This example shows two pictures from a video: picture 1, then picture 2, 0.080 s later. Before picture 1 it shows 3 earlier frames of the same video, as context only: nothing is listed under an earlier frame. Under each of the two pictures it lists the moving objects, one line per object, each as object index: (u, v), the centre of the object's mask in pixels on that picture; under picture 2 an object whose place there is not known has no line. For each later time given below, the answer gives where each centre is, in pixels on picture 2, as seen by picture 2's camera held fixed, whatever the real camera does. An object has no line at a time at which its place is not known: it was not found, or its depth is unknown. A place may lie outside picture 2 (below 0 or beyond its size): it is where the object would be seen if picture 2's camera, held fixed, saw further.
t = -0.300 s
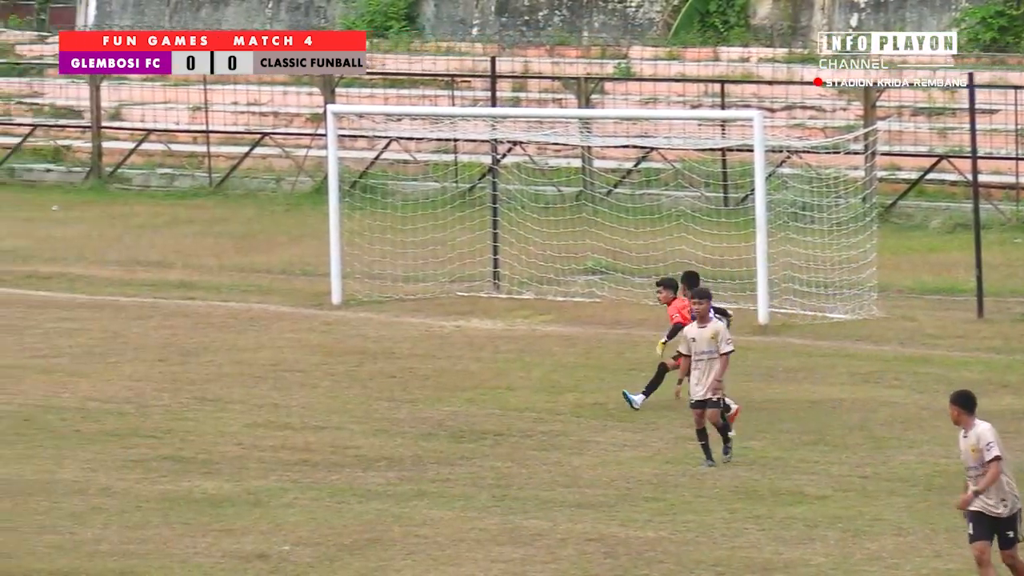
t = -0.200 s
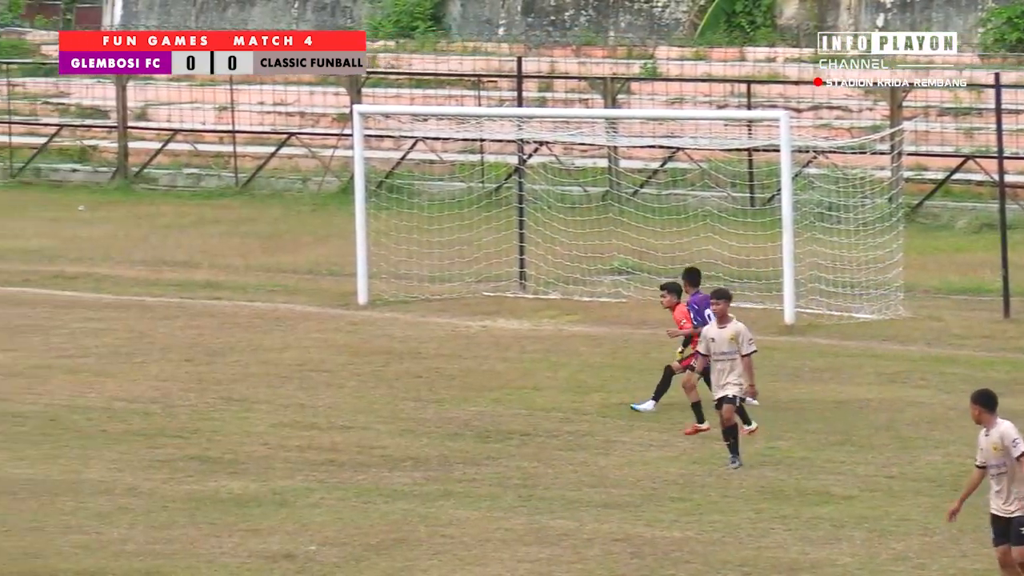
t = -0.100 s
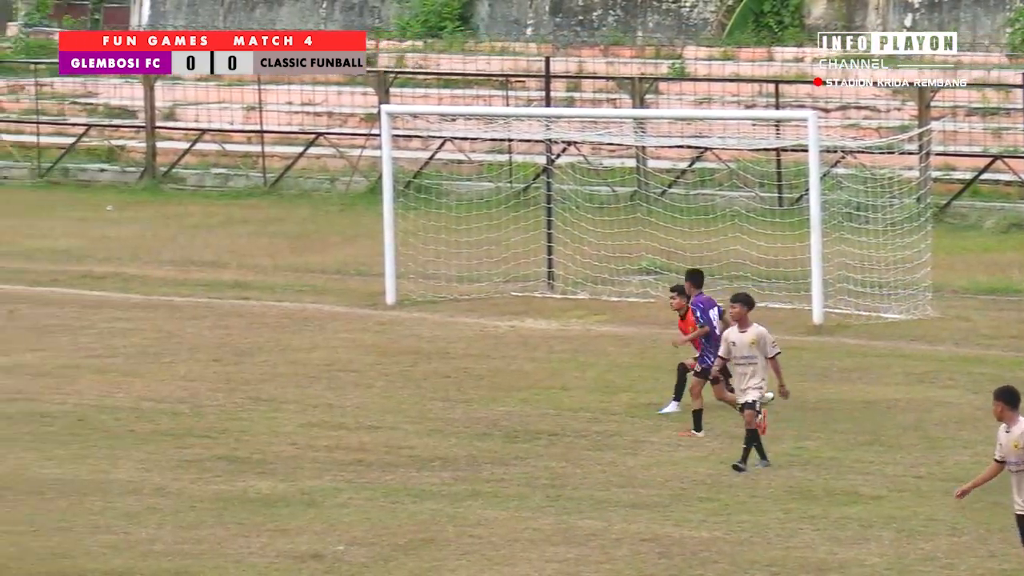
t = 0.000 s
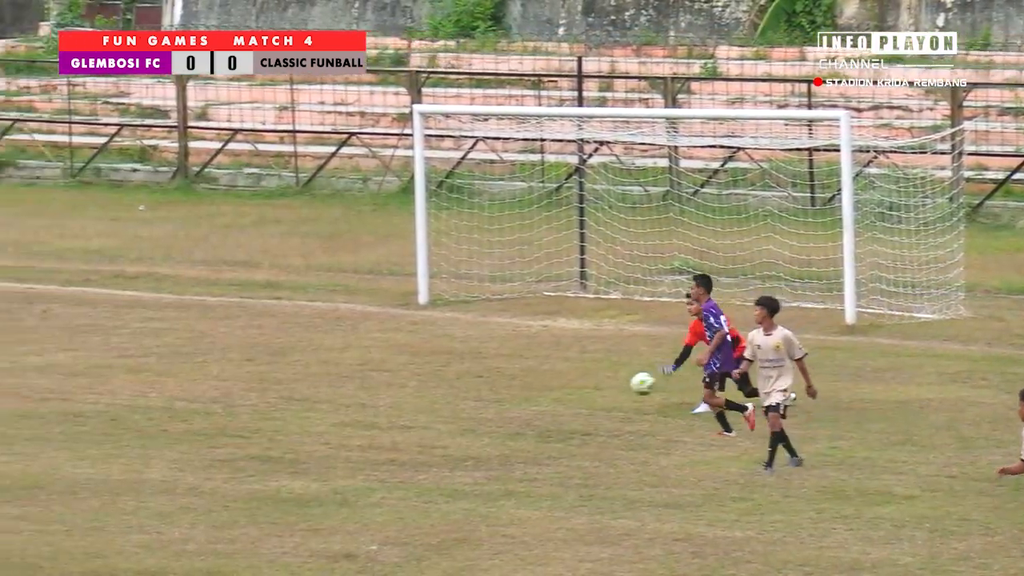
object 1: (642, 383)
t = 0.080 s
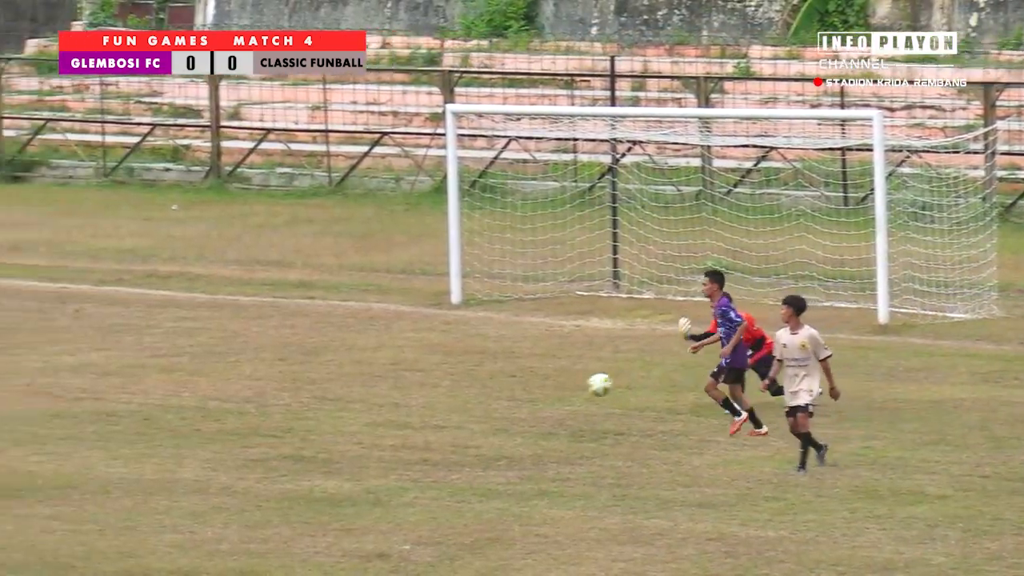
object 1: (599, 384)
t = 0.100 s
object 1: (581, 385)
